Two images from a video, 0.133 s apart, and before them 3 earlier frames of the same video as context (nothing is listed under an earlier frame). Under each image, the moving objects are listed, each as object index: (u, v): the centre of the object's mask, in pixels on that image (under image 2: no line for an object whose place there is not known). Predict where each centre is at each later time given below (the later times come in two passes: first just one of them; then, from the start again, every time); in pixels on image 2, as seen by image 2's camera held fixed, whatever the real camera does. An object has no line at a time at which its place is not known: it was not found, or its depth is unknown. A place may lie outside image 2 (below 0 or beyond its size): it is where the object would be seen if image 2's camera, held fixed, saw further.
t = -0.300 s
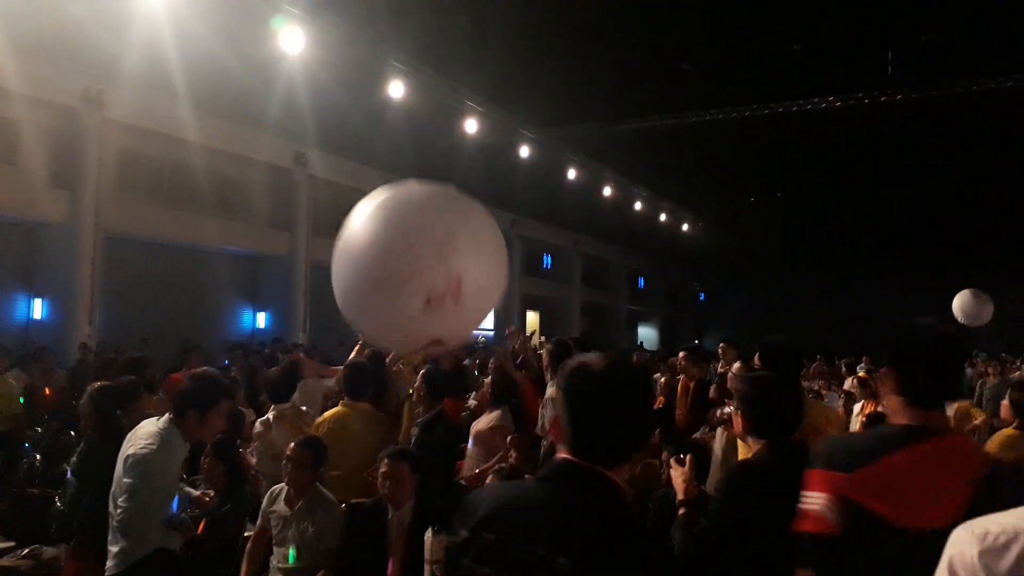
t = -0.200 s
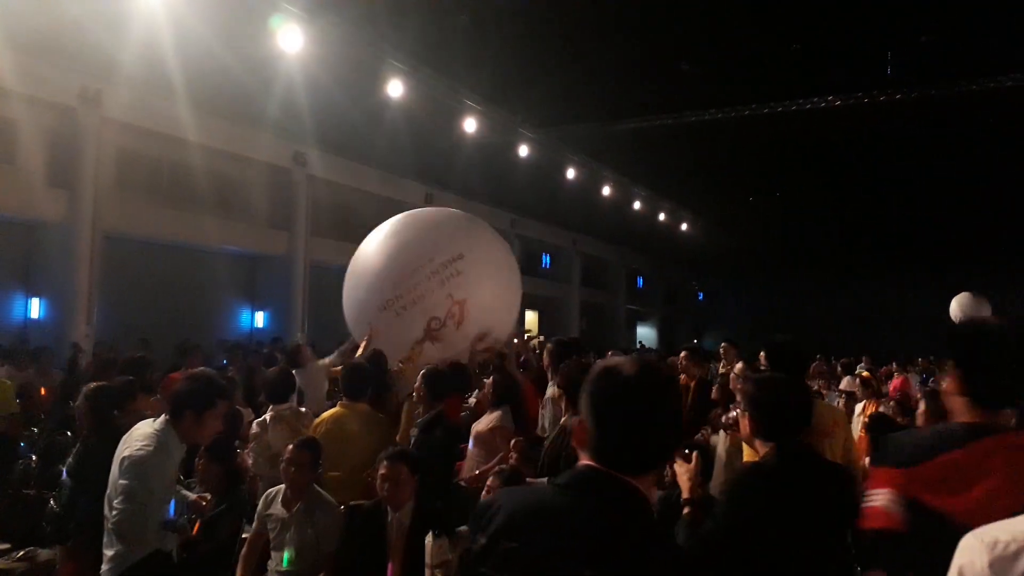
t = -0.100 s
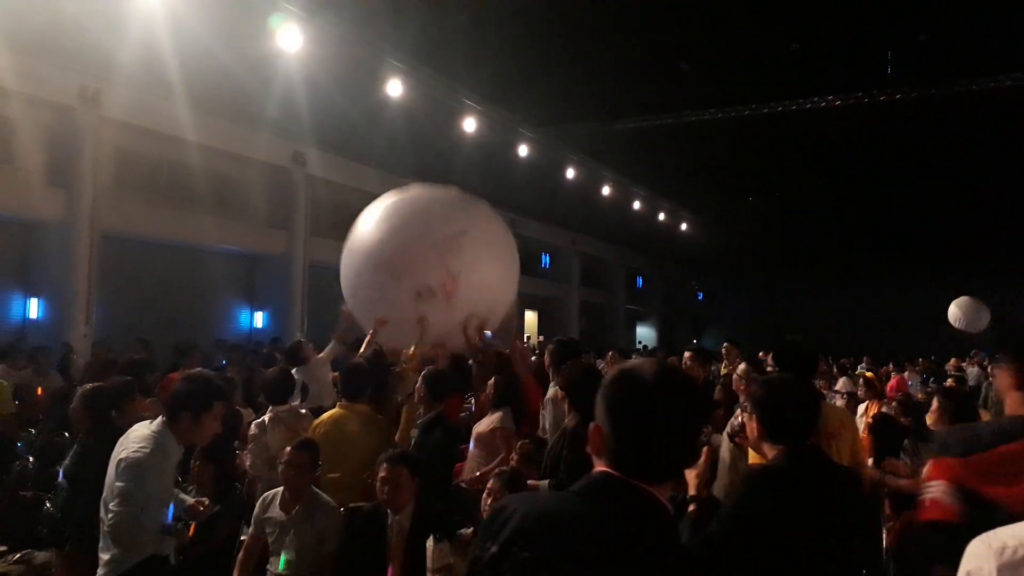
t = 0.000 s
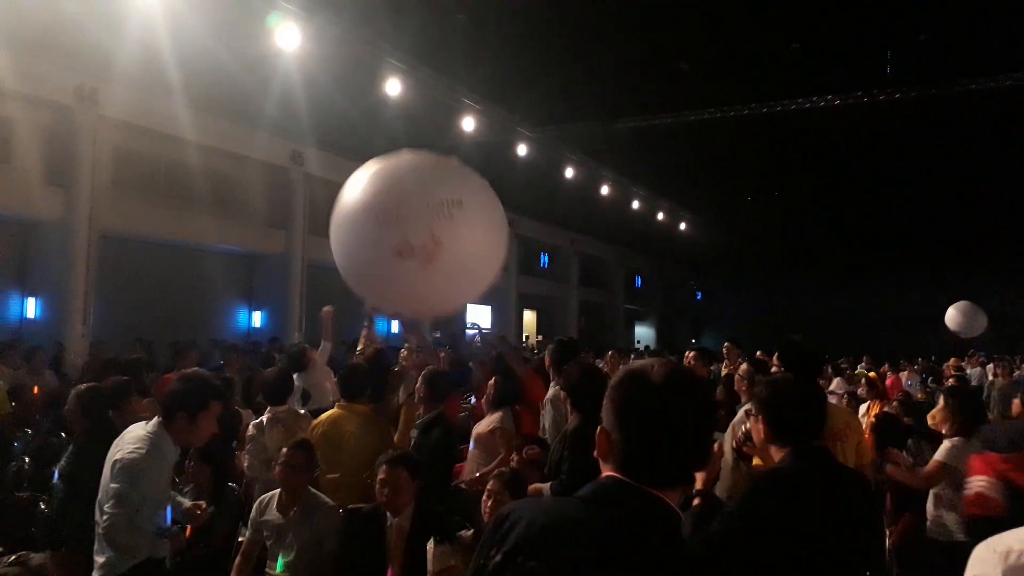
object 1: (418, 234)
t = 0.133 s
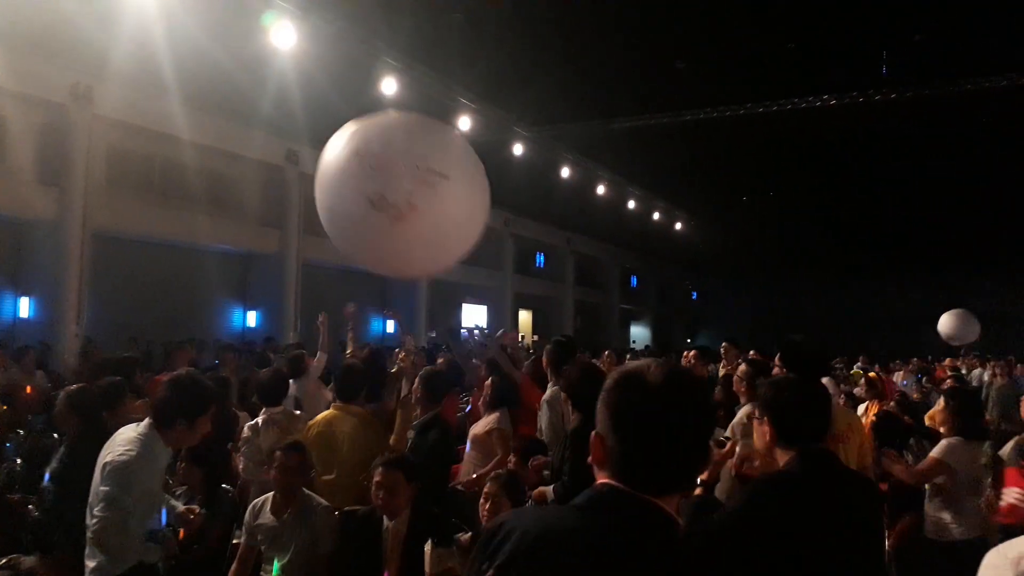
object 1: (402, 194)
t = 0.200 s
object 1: (395, 178)
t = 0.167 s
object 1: (398, 186)
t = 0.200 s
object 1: (395, 178)
